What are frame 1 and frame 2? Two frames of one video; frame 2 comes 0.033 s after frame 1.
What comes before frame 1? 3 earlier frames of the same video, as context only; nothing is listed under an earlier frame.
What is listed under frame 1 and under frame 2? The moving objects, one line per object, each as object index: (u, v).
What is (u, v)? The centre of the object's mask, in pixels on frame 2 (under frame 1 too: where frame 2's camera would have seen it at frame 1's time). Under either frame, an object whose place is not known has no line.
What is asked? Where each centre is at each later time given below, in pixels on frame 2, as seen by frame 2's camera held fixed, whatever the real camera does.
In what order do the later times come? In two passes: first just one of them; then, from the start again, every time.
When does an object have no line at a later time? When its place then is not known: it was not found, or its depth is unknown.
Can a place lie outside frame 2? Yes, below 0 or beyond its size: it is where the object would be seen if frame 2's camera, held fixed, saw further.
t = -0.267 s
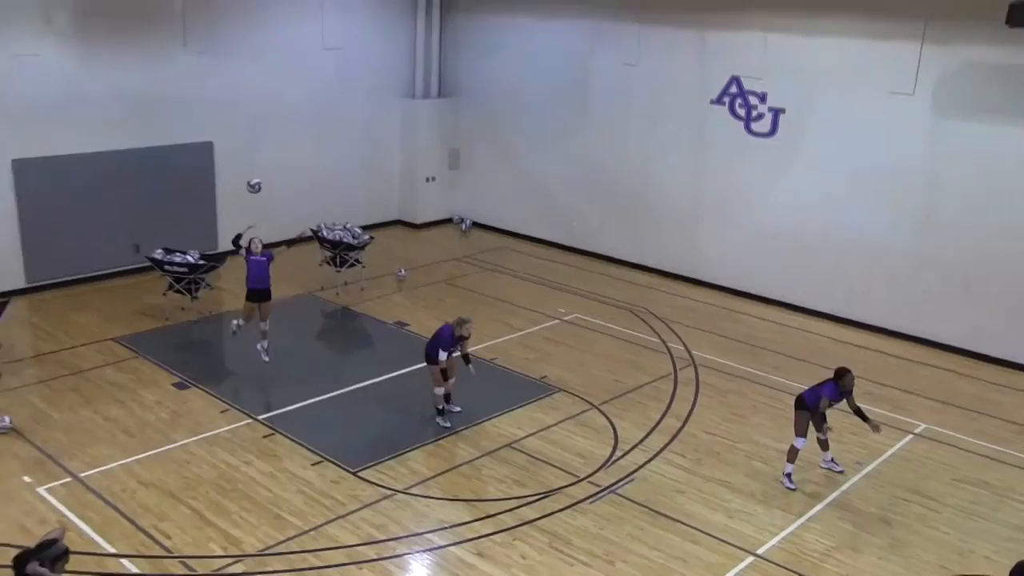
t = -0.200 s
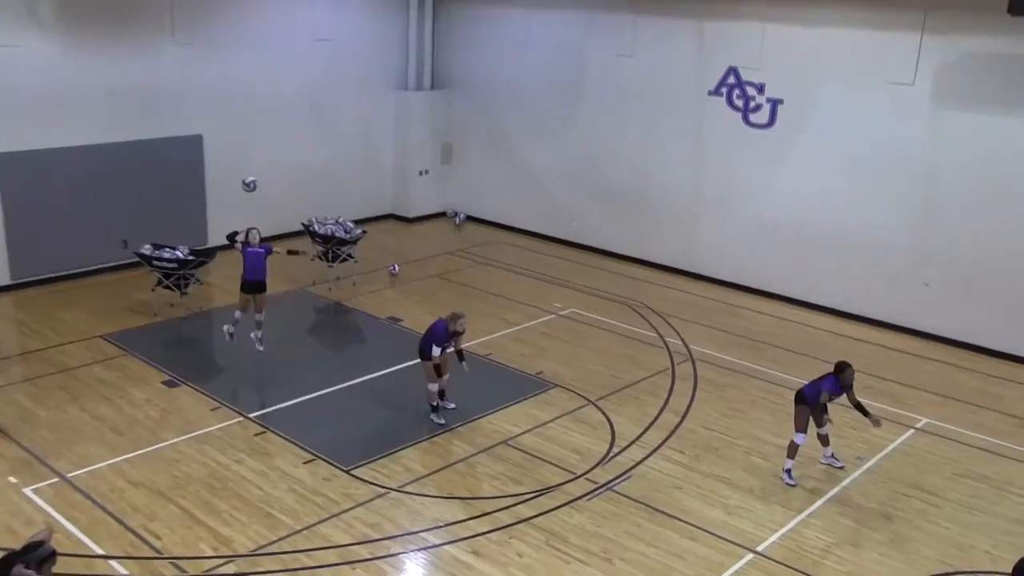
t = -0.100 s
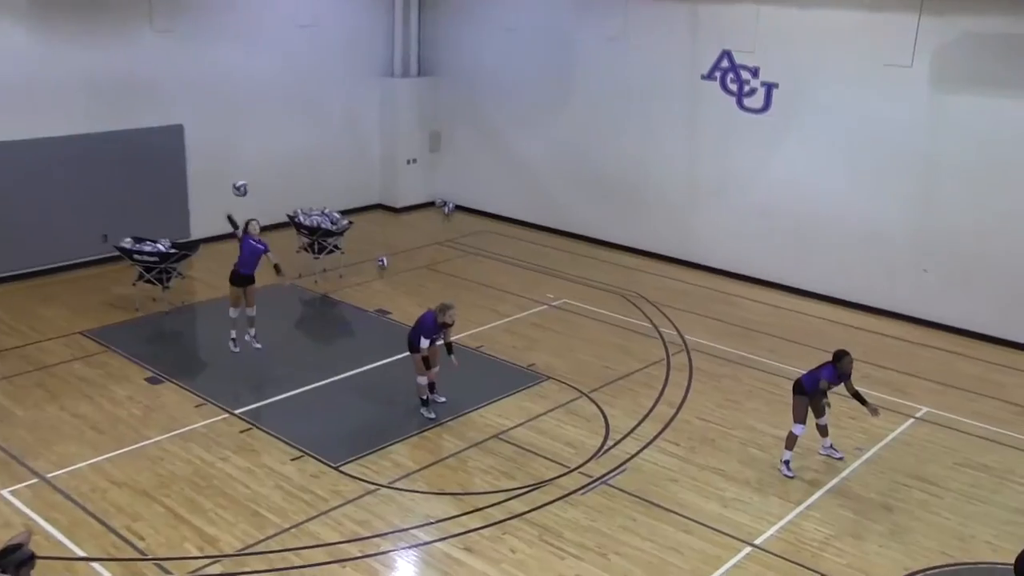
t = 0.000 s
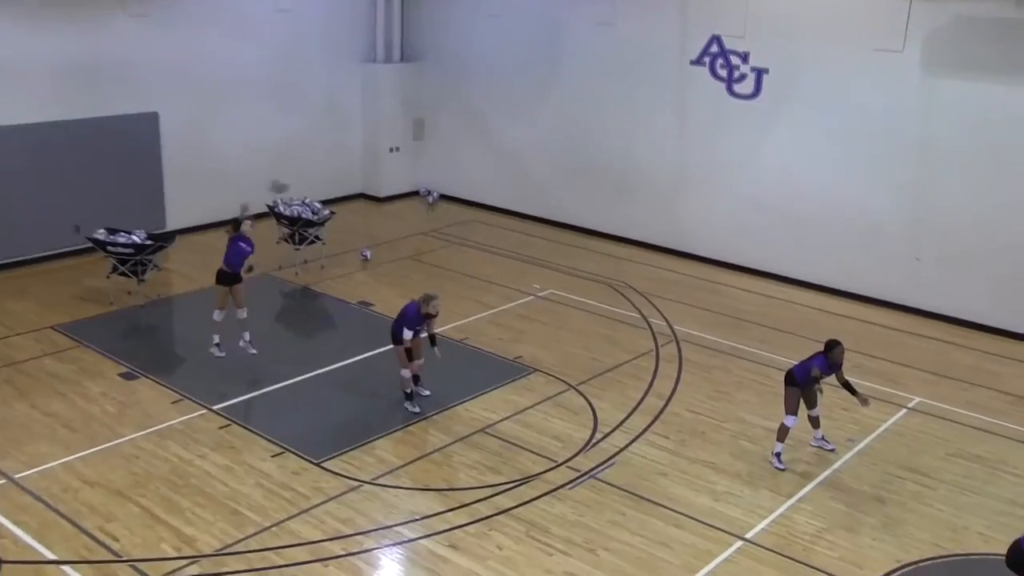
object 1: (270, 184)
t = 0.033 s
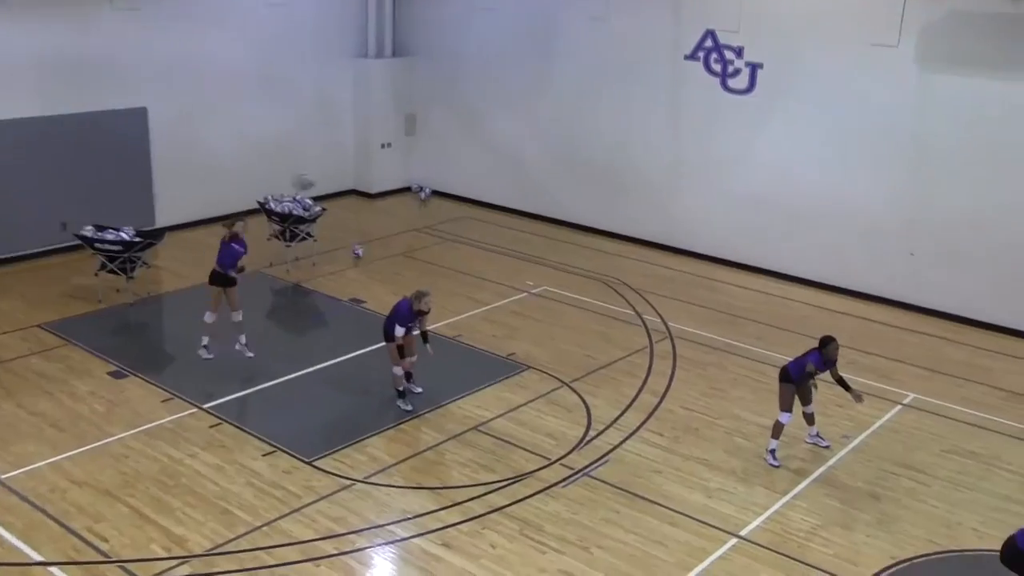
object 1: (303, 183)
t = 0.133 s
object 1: (419, 190)
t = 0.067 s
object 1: (339, 183)
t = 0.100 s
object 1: (376, 184)
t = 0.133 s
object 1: (419, 190)
